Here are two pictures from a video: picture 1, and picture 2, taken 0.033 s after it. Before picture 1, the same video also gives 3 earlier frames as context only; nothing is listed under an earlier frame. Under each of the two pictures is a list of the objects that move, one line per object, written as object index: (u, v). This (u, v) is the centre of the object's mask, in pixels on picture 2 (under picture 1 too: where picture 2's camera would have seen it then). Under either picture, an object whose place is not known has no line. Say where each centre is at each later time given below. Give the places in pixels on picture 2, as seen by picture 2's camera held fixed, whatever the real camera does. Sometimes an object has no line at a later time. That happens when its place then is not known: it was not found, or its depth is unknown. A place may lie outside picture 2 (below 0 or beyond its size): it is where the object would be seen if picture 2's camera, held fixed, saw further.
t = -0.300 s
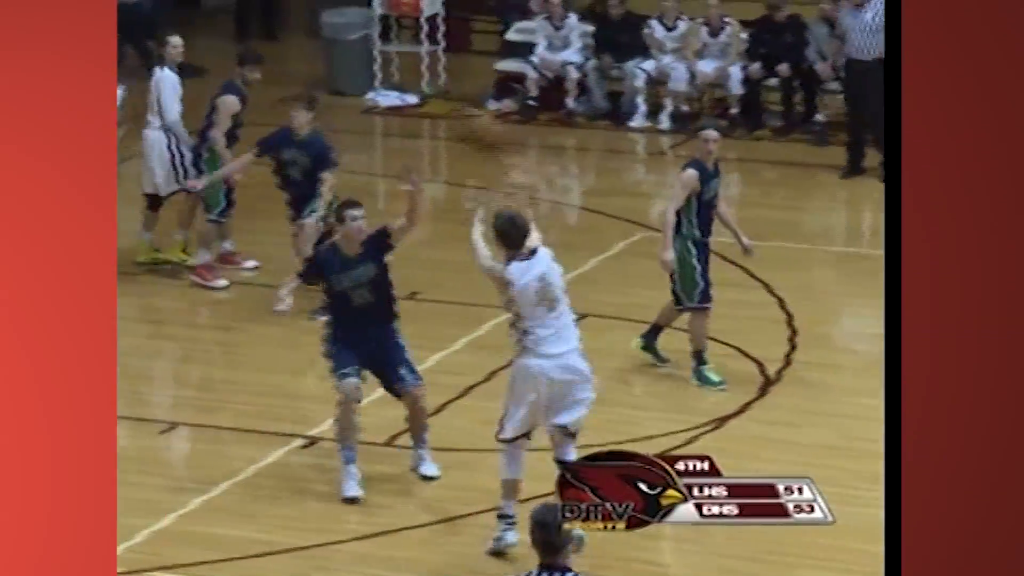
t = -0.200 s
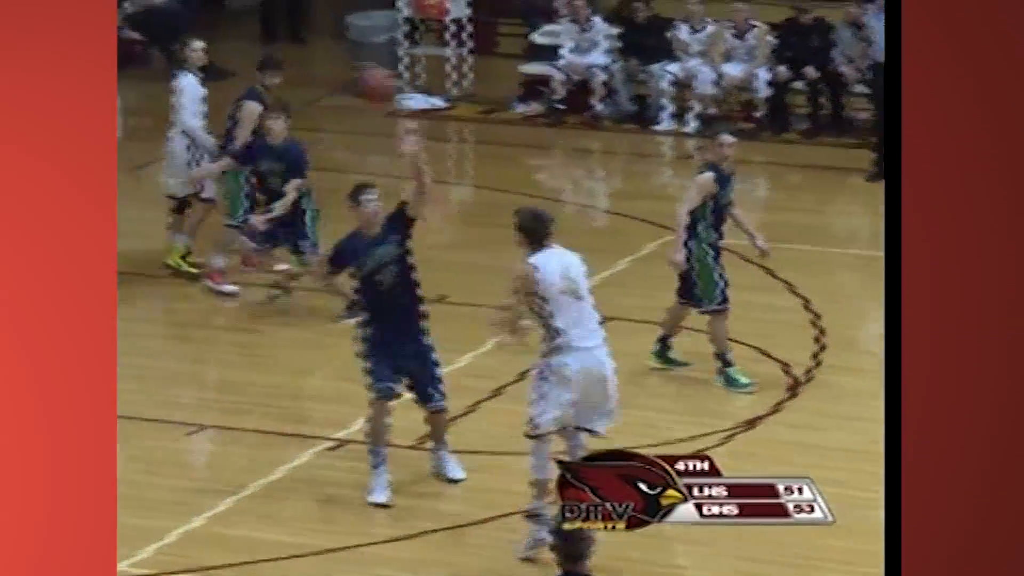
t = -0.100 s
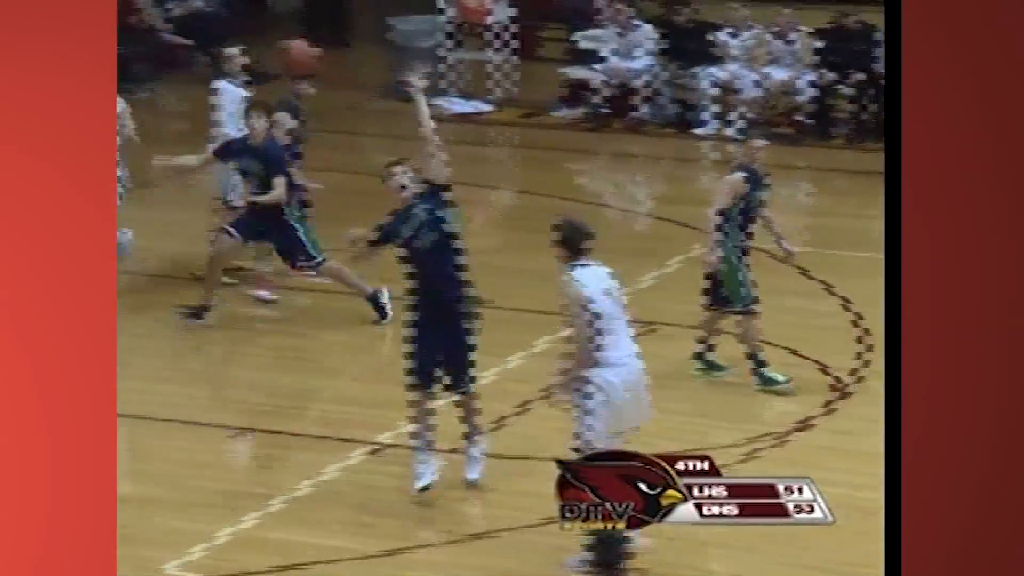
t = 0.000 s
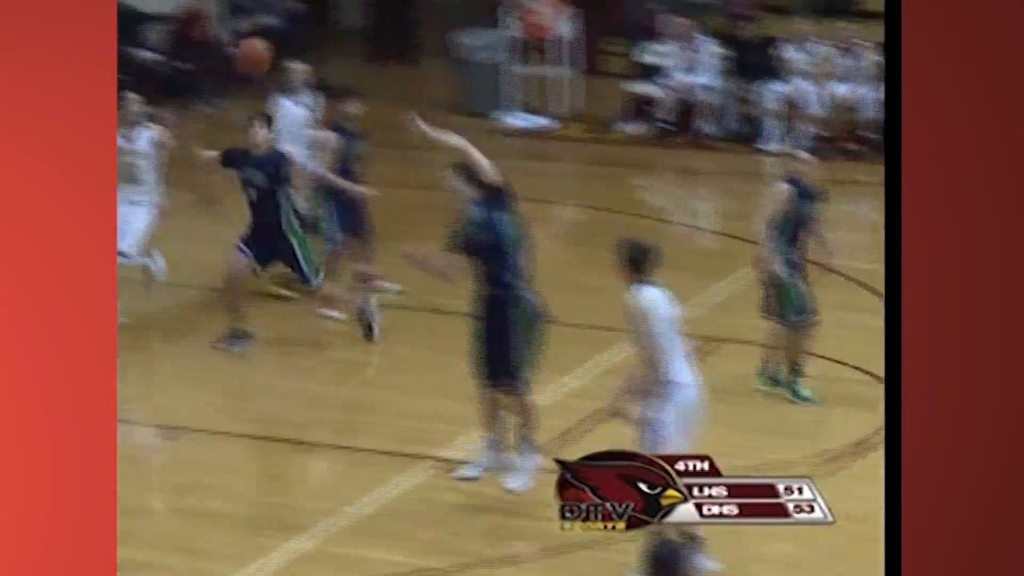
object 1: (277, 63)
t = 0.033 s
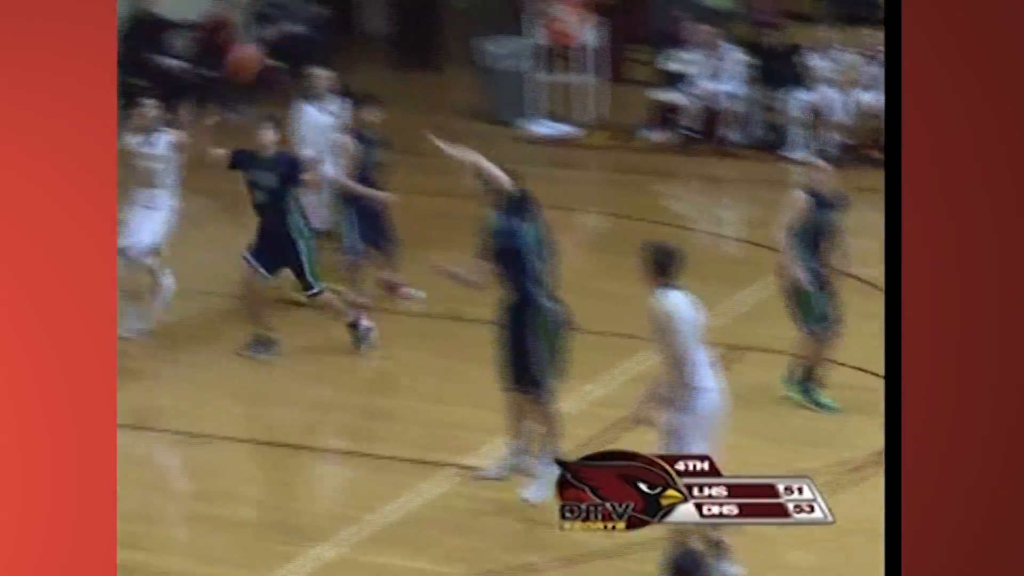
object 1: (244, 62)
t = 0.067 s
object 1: (212, 62)
